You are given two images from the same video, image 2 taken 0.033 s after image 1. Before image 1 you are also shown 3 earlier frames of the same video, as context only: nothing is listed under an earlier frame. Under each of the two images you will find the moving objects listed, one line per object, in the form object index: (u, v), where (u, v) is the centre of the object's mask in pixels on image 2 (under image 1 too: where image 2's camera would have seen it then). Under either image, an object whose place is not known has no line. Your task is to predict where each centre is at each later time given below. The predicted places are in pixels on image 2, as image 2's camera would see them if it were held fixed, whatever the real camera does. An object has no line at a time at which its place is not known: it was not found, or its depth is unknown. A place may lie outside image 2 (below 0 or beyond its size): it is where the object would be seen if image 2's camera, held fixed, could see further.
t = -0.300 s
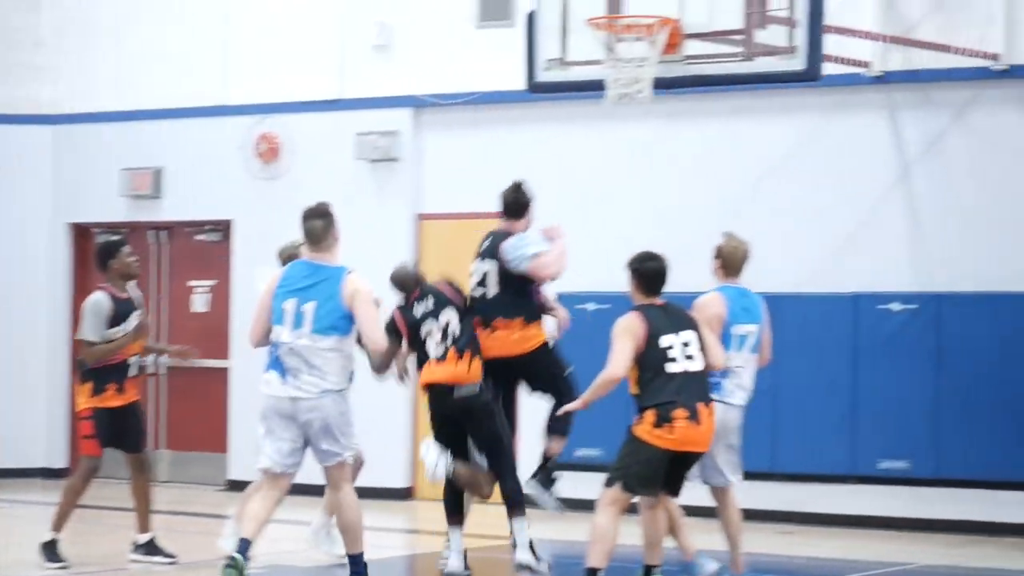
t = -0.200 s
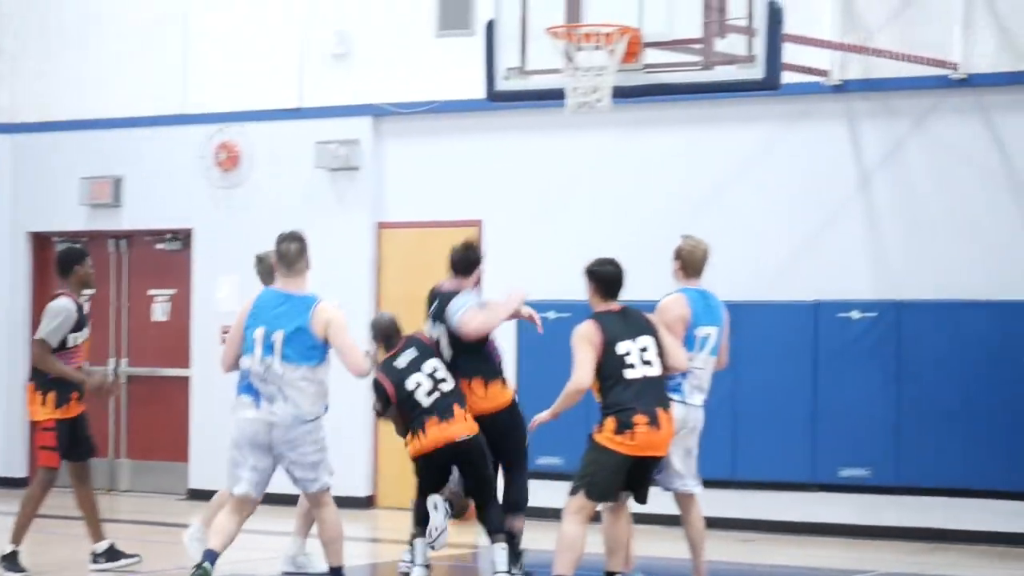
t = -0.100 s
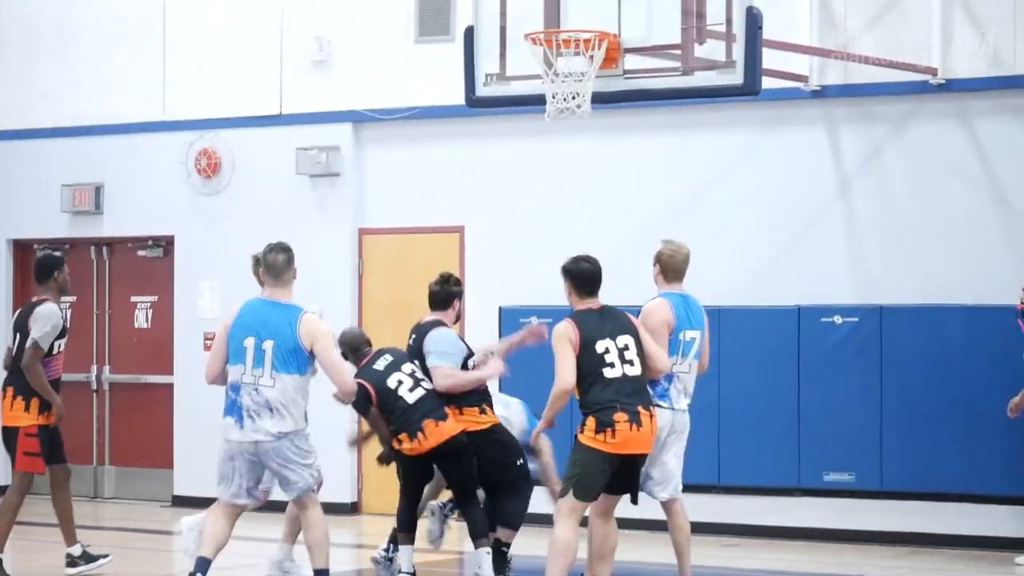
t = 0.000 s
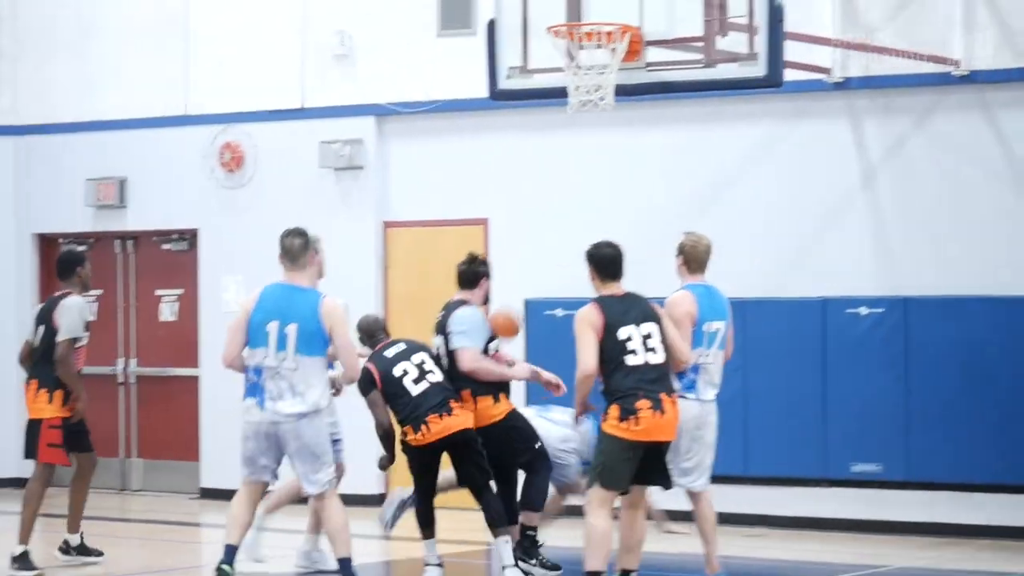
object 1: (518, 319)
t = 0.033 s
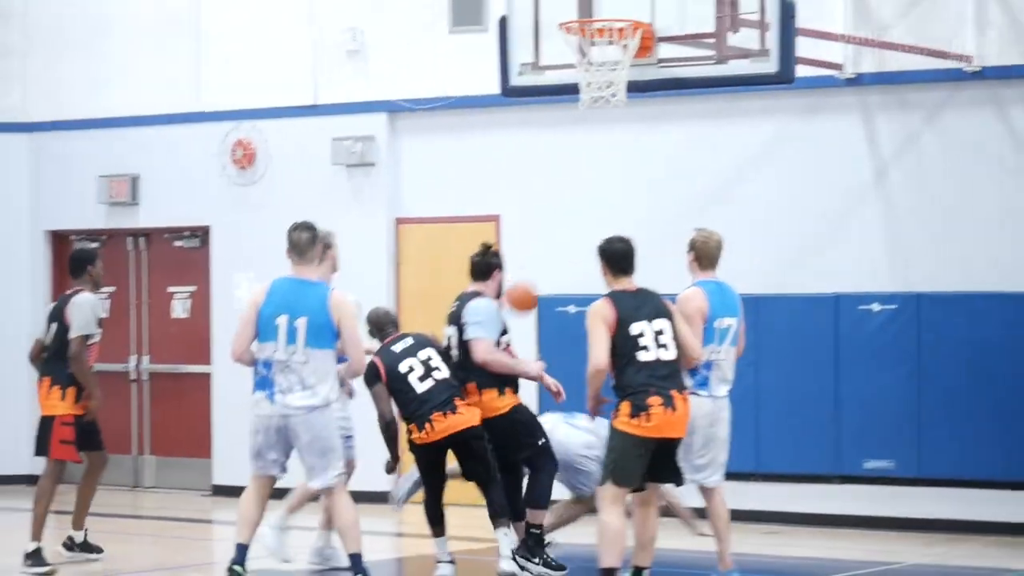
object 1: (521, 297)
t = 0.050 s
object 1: (523, 286)
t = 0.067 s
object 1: (526, 275)
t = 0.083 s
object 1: (527, 265)
